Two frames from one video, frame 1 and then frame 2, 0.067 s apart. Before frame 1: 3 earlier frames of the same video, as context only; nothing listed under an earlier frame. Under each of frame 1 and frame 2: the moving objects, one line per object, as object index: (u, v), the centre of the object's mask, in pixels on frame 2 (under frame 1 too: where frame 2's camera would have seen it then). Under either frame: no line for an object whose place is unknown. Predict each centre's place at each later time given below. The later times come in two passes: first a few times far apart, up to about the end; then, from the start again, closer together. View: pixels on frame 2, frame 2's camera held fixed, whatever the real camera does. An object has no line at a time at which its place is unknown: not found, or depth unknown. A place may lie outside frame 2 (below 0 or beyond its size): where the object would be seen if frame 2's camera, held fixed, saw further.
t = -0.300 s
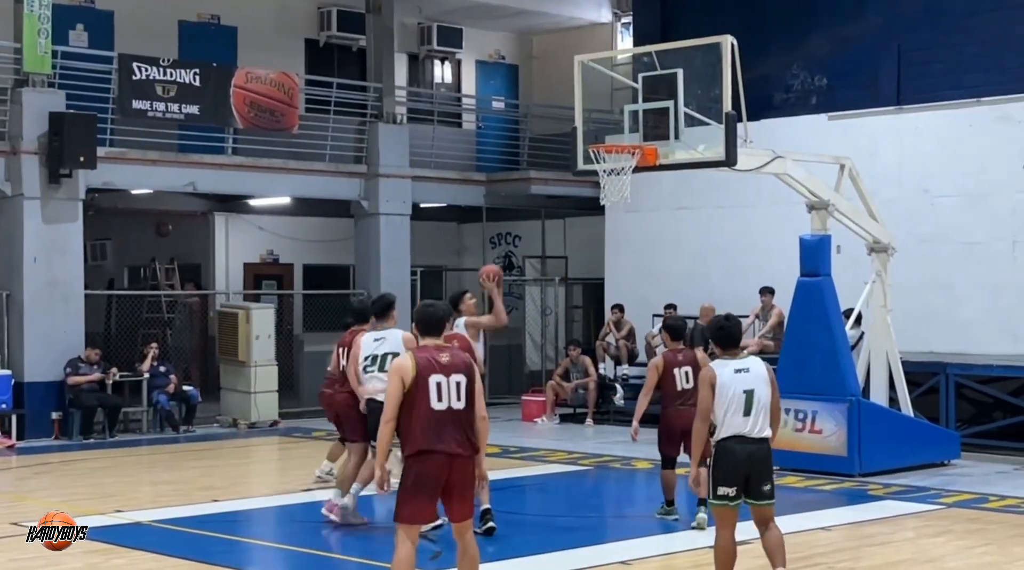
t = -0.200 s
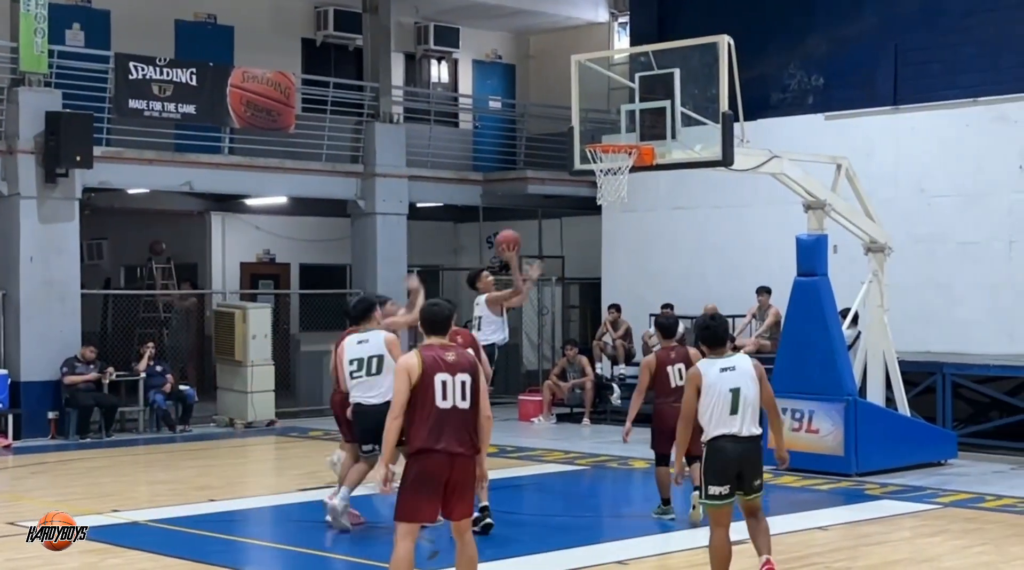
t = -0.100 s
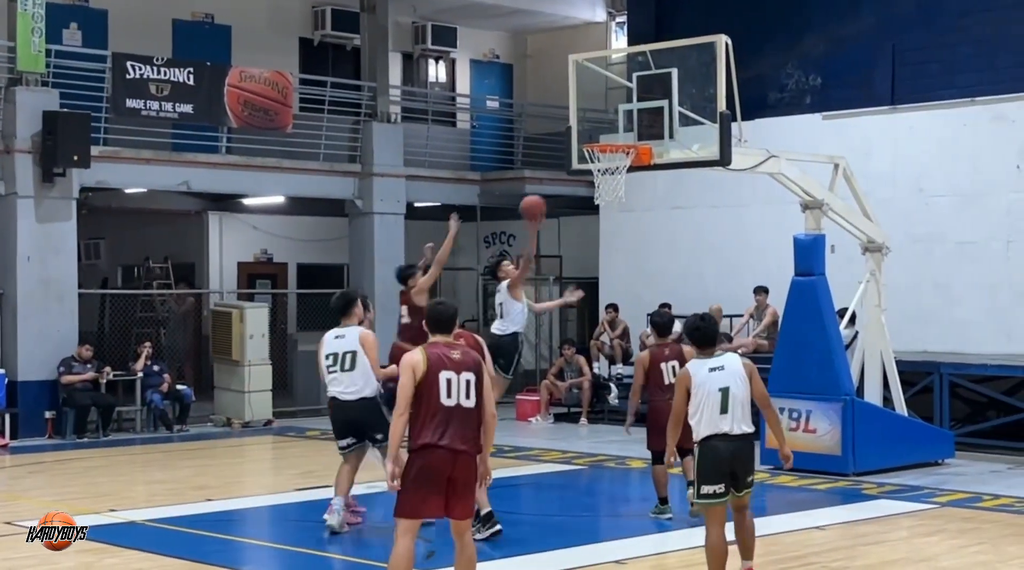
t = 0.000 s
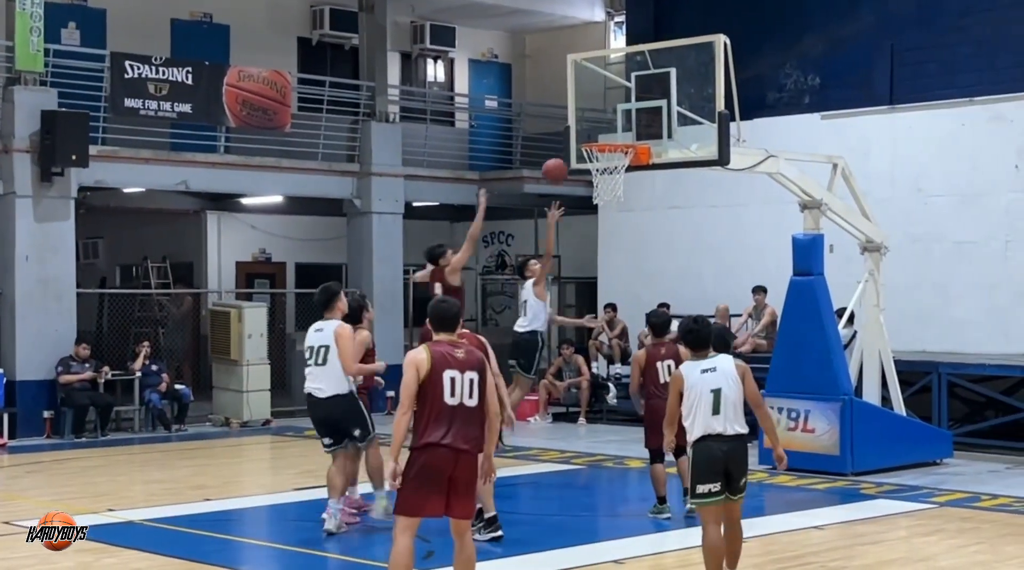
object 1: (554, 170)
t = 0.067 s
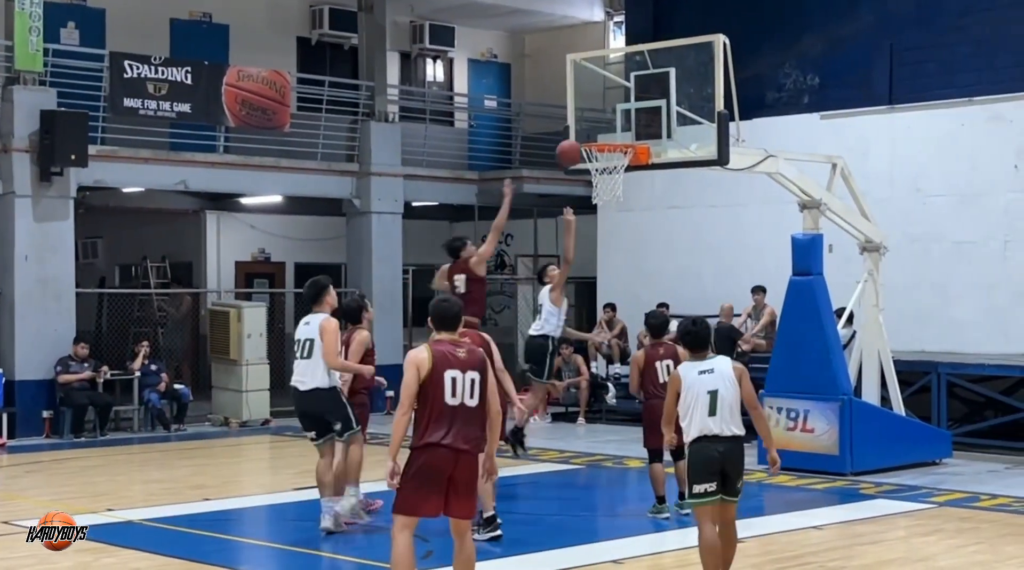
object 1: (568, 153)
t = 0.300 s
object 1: (596, 133)
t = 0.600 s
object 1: (592, 119)
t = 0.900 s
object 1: (613, 137)
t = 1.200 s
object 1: (601, 187)
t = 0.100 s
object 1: (574, 145)
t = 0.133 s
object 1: (584, 136)
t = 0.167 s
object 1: (592, 132)
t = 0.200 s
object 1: (596, 131)
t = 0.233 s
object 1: (596, 131)
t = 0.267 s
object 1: (596, 132)
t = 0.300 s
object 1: (596, 133)
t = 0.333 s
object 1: (596, 133)
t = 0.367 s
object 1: (595, 128)
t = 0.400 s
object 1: (595, 123)
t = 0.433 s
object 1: (595, 118)
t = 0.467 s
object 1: (594, 117)
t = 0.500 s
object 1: (594, 116)
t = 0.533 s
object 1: (593, 116)
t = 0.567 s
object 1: (593, 117)
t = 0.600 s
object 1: (592, 119)
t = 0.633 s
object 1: (591, 122)
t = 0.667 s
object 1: (591, 125)
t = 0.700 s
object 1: (591, 131)
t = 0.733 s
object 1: (594, 131)
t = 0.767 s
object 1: (597, 131)
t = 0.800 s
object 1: (601, 132)
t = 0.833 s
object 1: (605, 133)
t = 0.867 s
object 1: (609, 134)
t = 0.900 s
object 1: (613, 137)
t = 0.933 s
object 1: (614, 138)
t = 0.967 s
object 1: (612, 149)
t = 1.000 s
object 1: (611, 152)
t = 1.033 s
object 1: (609, 157)
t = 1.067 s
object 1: (607, 161)
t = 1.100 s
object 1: (606, 170)
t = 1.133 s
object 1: (606, 176)
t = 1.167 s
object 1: (603, 182)
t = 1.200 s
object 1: (601, 187)
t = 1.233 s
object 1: (603, 196)
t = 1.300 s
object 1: (600, 209)
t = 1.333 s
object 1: (600, 213)
